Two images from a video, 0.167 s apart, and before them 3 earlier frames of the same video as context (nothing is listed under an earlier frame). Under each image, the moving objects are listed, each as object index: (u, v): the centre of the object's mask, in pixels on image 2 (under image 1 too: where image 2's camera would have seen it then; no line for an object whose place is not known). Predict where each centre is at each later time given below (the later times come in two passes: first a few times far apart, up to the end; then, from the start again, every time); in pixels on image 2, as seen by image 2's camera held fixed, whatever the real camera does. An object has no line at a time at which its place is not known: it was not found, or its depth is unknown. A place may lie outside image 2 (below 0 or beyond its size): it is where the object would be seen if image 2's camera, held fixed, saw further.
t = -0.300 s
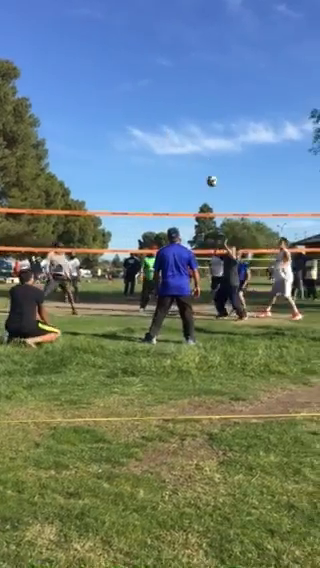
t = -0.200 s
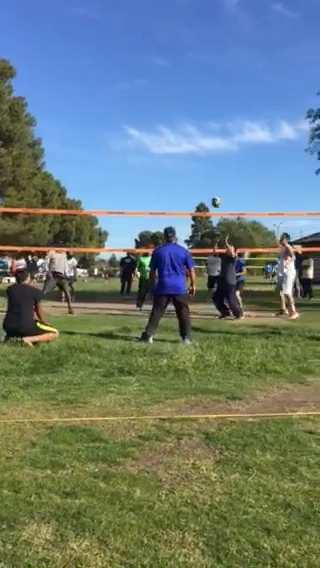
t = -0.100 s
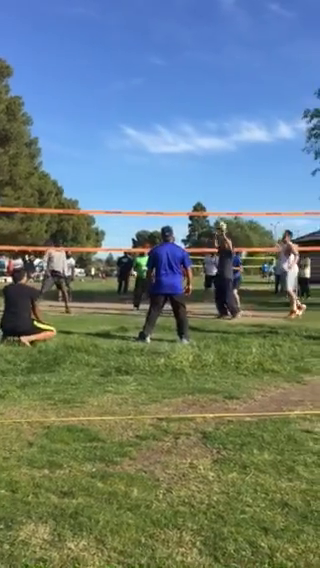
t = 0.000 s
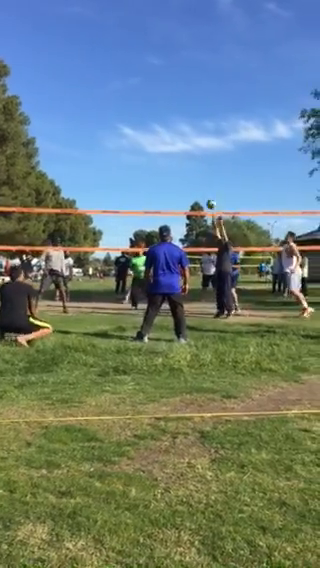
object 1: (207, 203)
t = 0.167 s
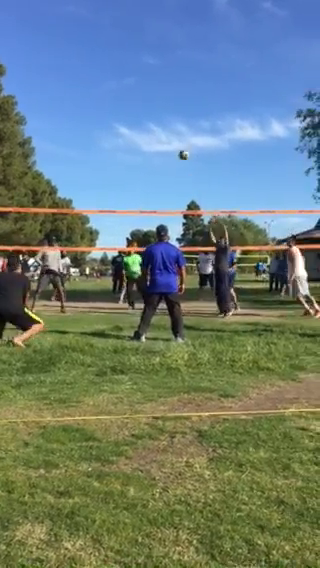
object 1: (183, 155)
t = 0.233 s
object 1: (174, 139)
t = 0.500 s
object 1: (136, 95)
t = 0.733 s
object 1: (101, 85)
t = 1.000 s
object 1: (60, 107)
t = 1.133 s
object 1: (40, 131)
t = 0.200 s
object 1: (178, 146)
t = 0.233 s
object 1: (174, 139)
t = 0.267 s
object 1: (169, 131)
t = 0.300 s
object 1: (165, 124)
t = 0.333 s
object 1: (160, 118)
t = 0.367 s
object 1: (155, 112)
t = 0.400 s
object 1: (150, 107)
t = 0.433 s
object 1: (145, 102)
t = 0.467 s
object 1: (140, 98)
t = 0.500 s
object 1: (136, 95)
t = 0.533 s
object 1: (131, 92)
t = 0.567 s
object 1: (125, 89)
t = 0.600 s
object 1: (121, 87)
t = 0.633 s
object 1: (116, 86)
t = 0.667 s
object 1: (111, 85)
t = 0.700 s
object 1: (106, 85)
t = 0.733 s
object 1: (101, 85)
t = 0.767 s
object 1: (96, 86)
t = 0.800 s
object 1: (91, 88)
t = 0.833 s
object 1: (86, 90)
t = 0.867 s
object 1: (80, 92)
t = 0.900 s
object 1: (76, 95)
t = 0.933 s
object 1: (71, 98)
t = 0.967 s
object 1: (66, 103)
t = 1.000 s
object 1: (60, 107)
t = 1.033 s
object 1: (55, 112)
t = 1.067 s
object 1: (50, 118)
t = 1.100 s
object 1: (45, 124)
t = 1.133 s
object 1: (40, 131)
